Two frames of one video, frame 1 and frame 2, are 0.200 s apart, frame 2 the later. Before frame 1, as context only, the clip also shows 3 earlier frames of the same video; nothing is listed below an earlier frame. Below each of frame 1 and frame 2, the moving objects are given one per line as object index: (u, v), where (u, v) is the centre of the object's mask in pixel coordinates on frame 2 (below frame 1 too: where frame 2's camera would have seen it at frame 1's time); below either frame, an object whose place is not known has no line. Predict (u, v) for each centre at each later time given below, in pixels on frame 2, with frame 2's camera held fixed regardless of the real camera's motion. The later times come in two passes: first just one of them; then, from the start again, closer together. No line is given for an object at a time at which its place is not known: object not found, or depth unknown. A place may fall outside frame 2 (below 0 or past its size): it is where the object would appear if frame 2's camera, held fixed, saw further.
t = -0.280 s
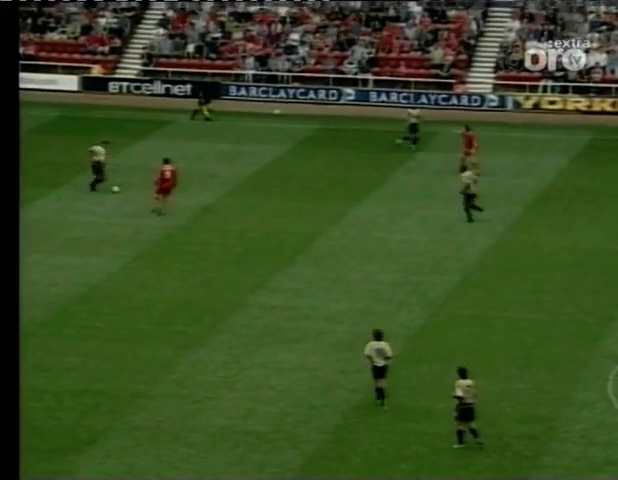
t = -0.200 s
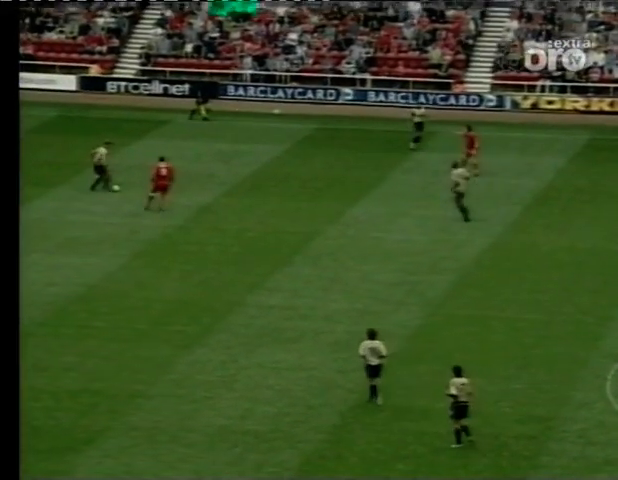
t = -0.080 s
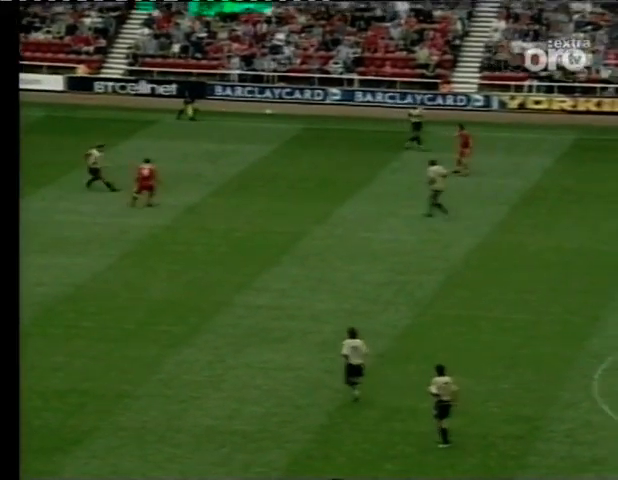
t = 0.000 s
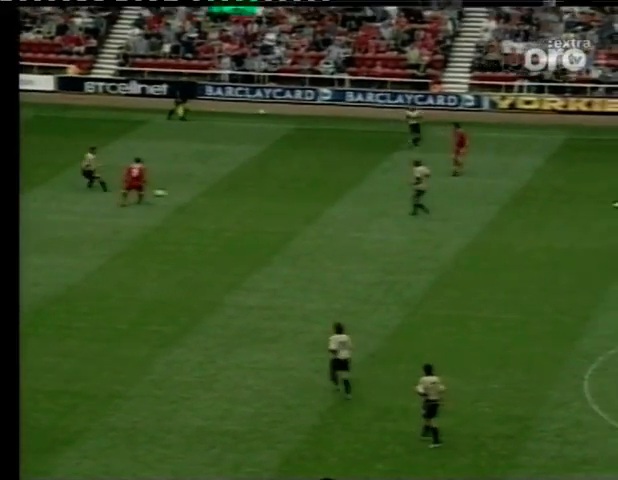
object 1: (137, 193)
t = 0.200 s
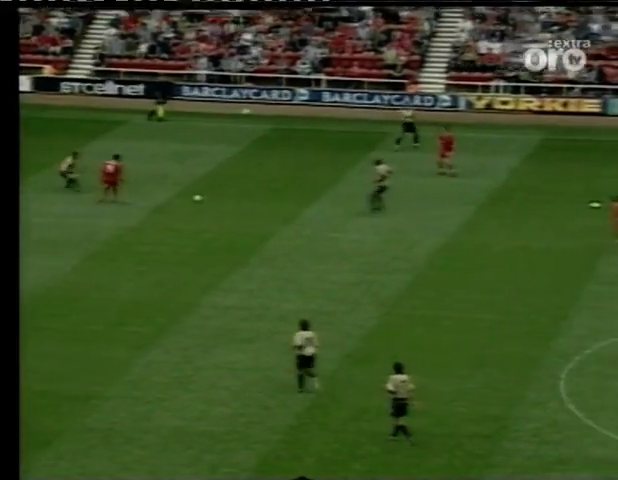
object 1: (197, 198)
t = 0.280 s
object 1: (219, 200)
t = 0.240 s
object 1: (209, 199)
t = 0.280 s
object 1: (219, 200)
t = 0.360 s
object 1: (236, 201)
